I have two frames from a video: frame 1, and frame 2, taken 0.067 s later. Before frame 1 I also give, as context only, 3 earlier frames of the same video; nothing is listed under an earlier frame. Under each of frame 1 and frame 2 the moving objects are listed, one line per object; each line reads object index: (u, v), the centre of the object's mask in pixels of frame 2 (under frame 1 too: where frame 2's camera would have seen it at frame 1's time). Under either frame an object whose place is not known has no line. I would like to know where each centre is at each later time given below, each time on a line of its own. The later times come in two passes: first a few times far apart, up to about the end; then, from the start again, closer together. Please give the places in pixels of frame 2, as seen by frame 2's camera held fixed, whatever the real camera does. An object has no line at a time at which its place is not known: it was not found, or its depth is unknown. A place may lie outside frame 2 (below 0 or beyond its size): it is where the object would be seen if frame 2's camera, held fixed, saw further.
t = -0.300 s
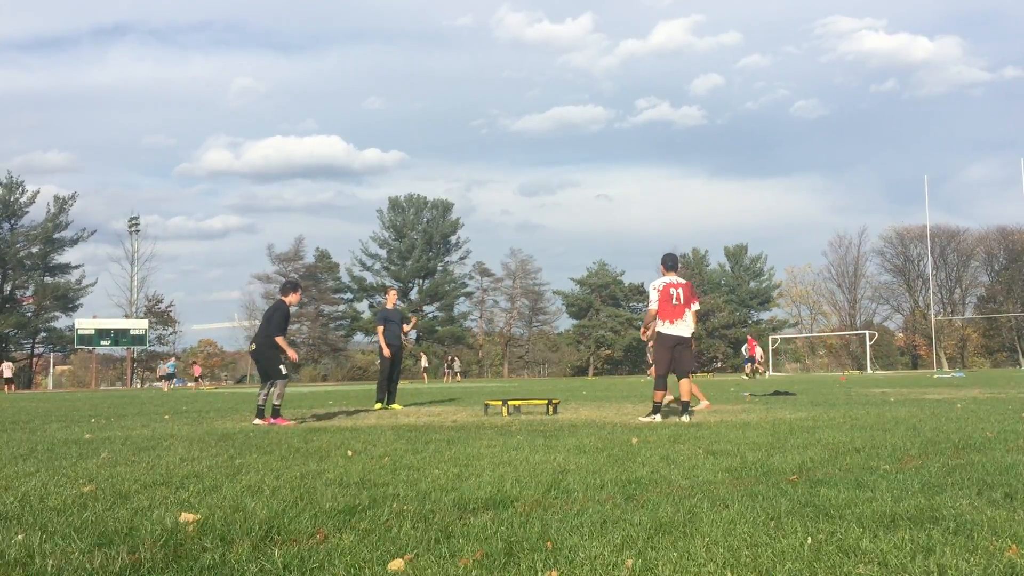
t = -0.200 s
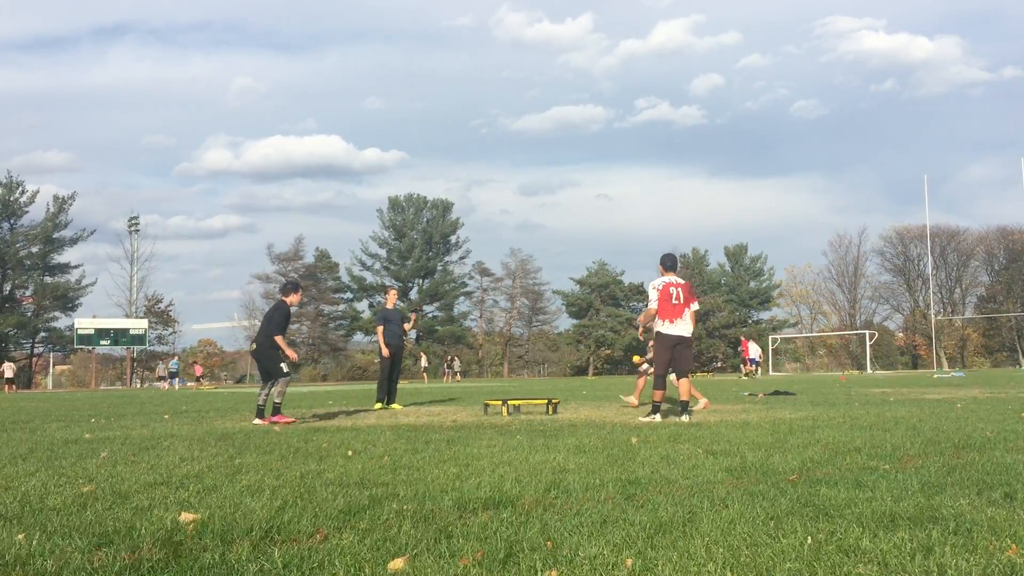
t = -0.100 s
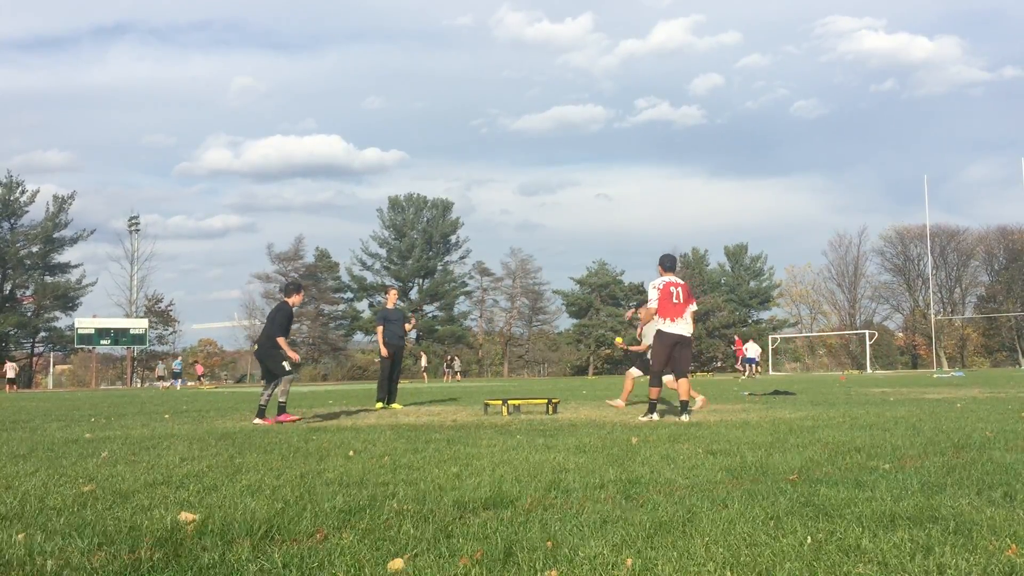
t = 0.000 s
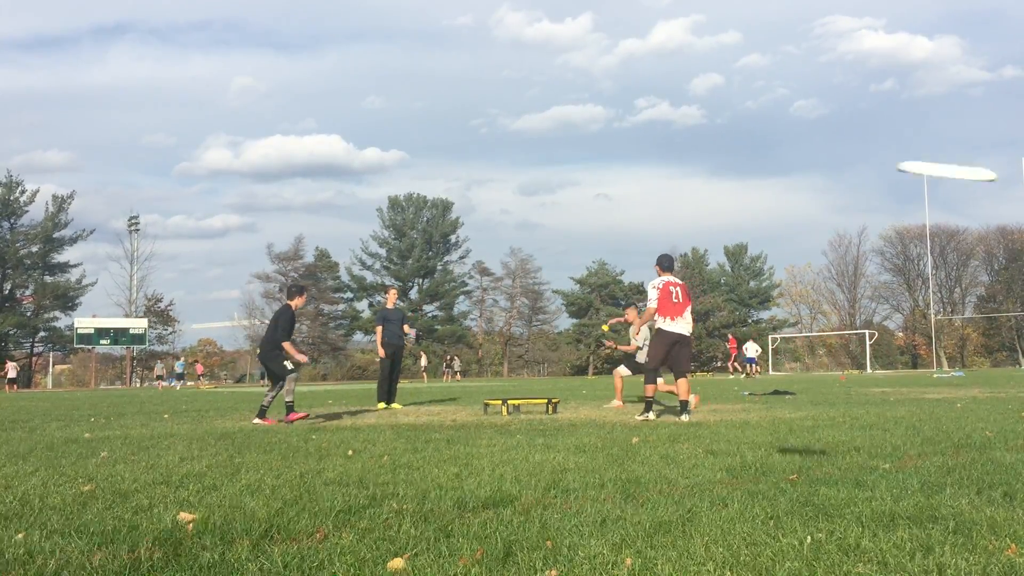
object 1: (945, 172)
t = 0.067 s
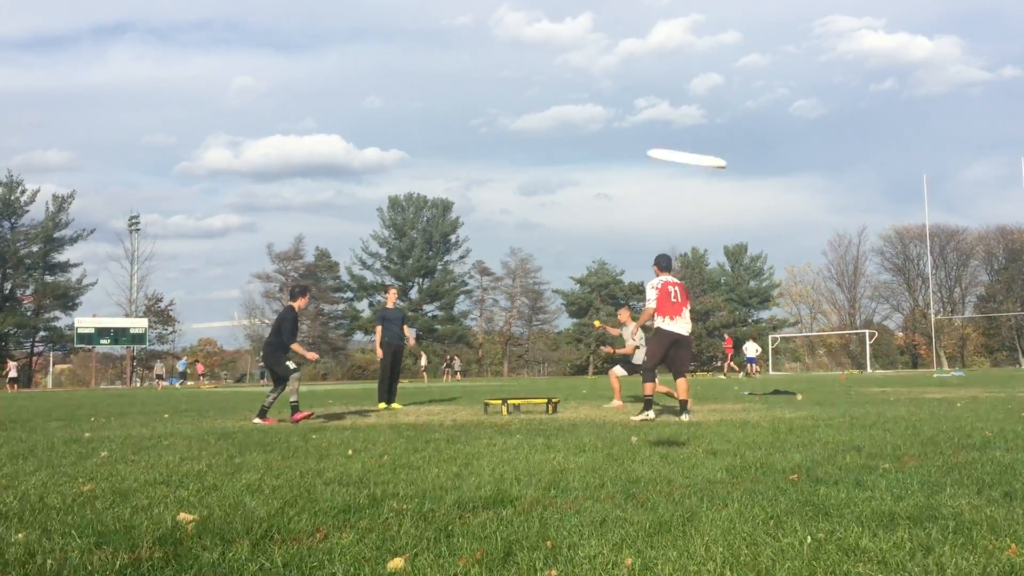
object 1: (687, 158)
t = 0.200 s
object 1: (348, 134)
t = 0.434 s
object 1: (17, 120)
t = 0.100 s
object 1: (584, 152)
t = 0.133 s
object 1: (495, 145)
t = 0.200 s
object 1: (348, 134)
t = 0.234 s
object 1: (285, 129)
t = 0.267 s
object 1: (228, 125)
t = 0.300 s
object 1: (175, 121)
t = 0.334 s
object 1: (128, 119)
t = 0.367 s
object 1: (85, 118)
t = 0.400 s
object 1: (46, 118)
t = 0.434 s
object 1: (17, 120)
